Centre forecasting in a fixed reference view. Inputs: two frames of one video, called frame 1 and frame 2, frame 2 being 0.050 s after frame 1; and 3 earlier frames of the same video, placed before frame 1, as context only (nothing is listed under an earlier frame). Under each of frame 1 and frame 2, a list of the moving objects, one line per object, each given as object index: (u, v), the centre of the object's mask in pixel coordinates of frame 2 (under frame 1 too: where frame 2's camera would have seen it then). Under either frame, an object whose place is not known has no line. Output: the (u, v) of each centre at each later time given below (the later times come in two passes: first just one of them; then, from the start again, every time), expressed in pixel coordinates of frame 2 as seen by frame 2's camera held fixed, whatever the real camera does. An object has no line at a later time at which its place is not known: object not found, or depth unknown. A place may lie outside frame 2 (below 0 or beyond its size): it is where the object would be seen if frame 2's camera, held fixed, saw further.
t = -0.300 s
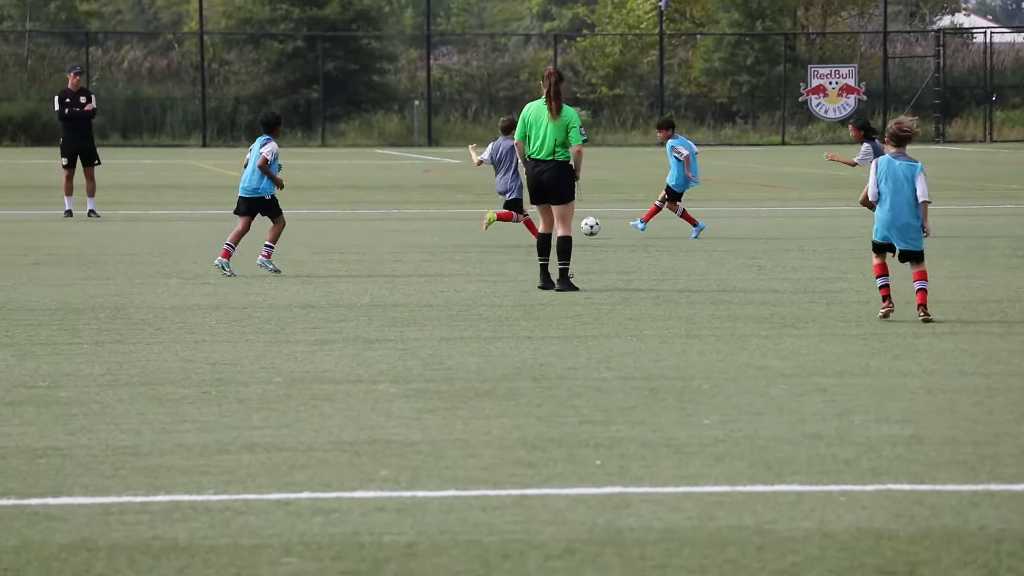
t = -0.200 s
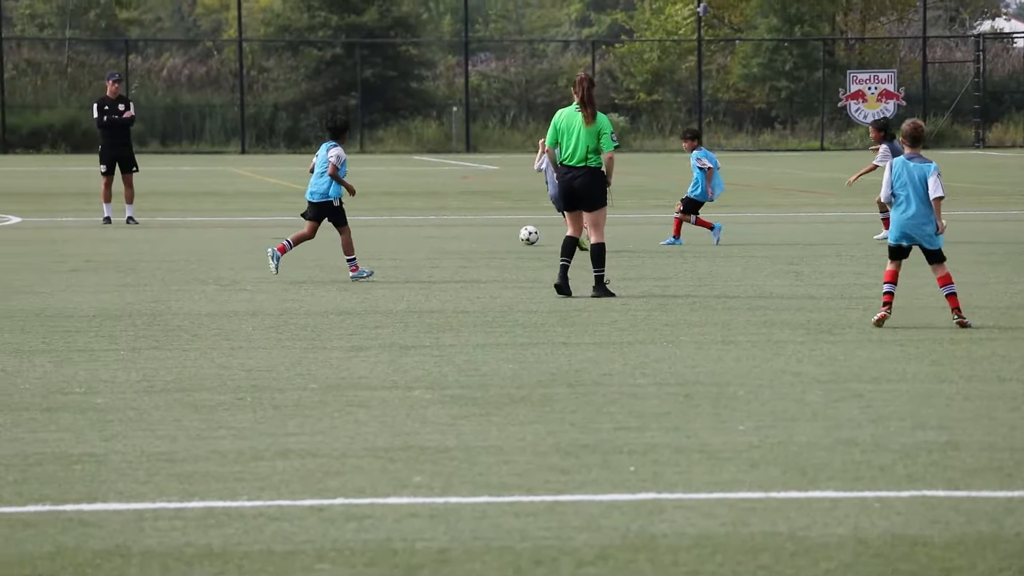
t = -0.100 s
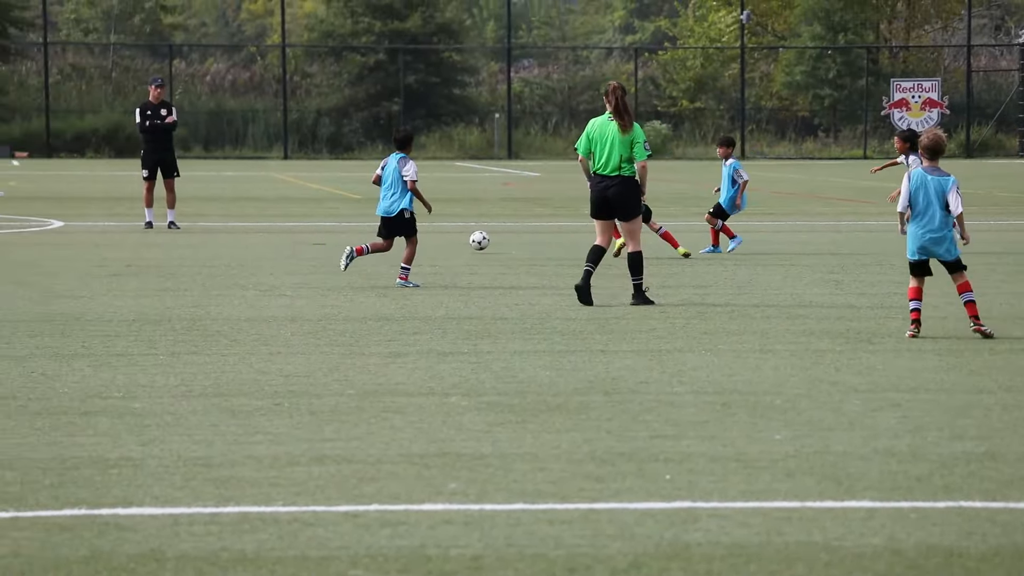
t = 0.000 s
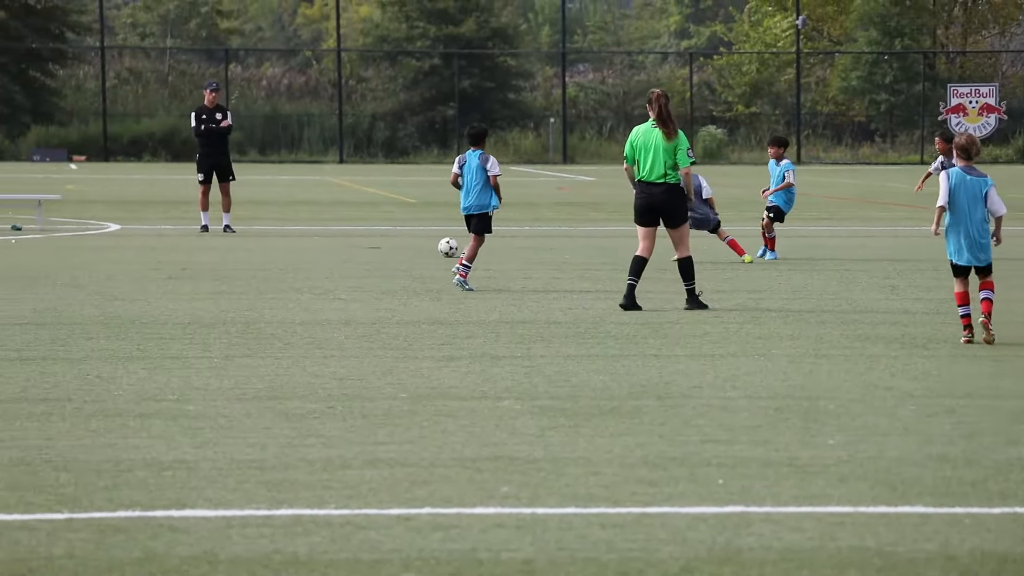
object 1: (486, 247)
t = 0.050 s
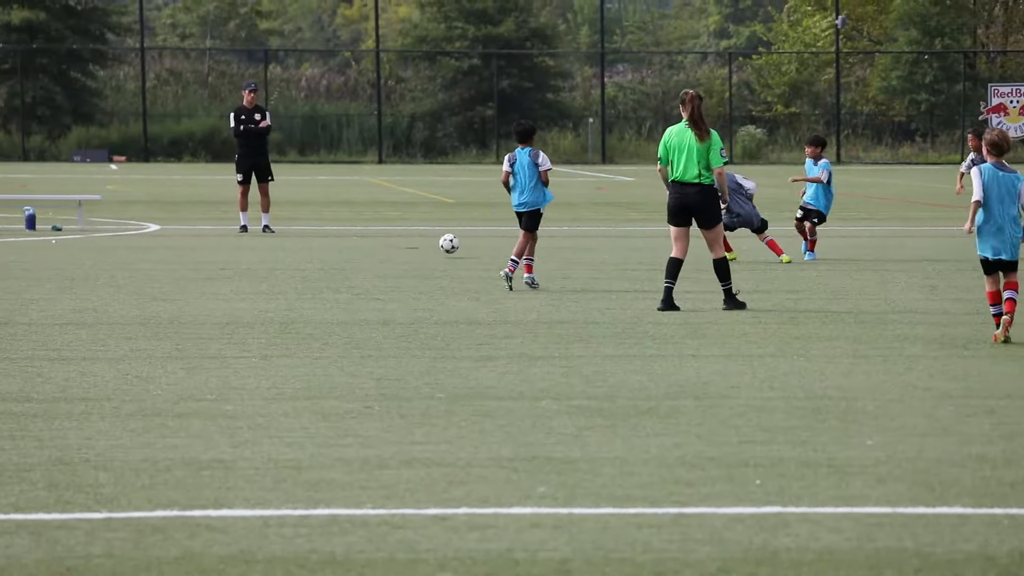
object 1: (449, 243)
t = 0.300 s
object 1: (273, 247)
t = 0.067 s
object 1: (437, 243)
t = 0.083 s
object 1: (425, 243)
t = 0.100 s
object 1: (413, 243)
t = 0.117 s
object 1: (401, 243)
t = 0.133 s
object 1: (389, 243)
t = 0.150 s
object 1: (377, 244)
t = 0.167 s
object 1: (364, 245)
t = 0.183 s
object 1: (352, 247)
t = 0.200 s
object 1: (340, 249)
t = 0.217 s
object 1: (329, 249)
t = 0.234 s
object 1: (318, 248)
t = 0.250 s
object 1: (306, 247)
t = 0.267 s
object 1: (295, 247)
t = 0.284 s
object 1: (284, 247)
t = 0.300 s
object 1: (273, 247)
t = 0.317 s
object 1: (262, 247)
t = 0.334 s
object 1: (250, 248)
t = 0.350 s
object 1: (239, 249)
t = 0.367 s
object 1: (228, 250)
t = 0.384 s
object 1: (217, 250)
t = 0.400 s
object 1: (206, 249)
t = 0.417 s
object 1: (195, 248)
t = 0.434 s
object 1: (184, 247)
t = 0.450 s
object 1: (173, 246)
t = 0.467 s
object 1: (162, 247)
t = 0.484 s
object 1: (151, 247)
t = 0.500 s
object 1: (140, 248)
